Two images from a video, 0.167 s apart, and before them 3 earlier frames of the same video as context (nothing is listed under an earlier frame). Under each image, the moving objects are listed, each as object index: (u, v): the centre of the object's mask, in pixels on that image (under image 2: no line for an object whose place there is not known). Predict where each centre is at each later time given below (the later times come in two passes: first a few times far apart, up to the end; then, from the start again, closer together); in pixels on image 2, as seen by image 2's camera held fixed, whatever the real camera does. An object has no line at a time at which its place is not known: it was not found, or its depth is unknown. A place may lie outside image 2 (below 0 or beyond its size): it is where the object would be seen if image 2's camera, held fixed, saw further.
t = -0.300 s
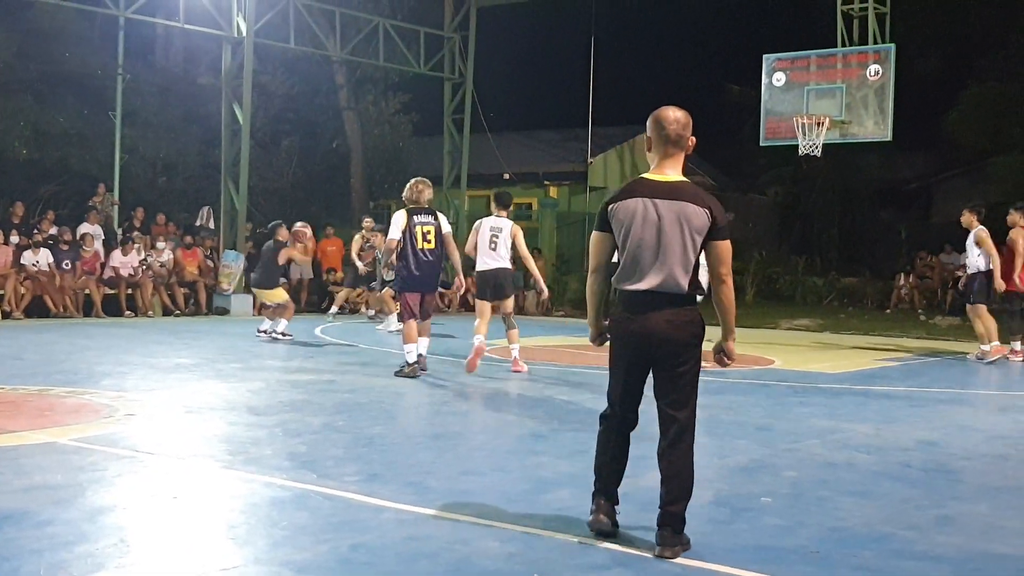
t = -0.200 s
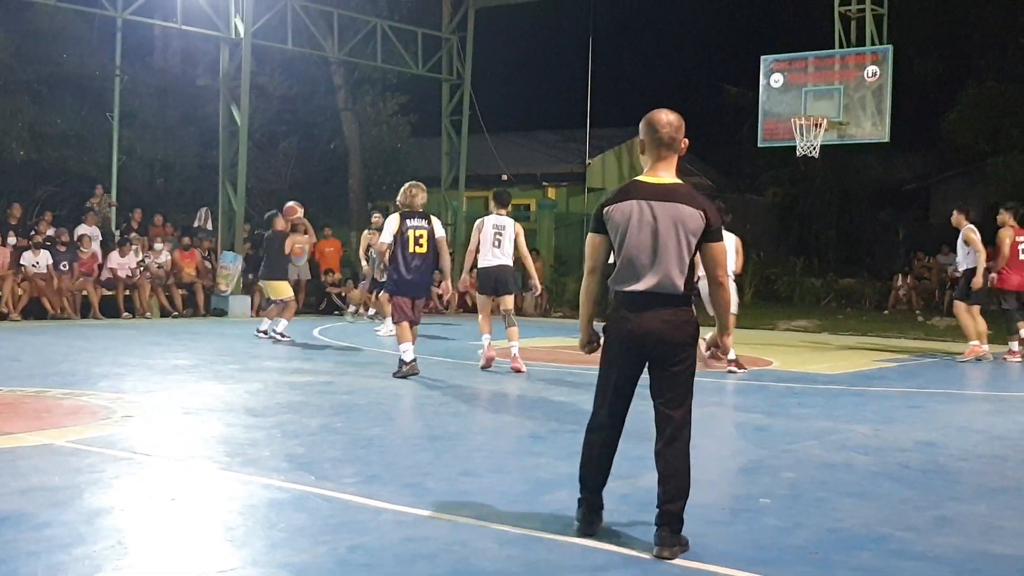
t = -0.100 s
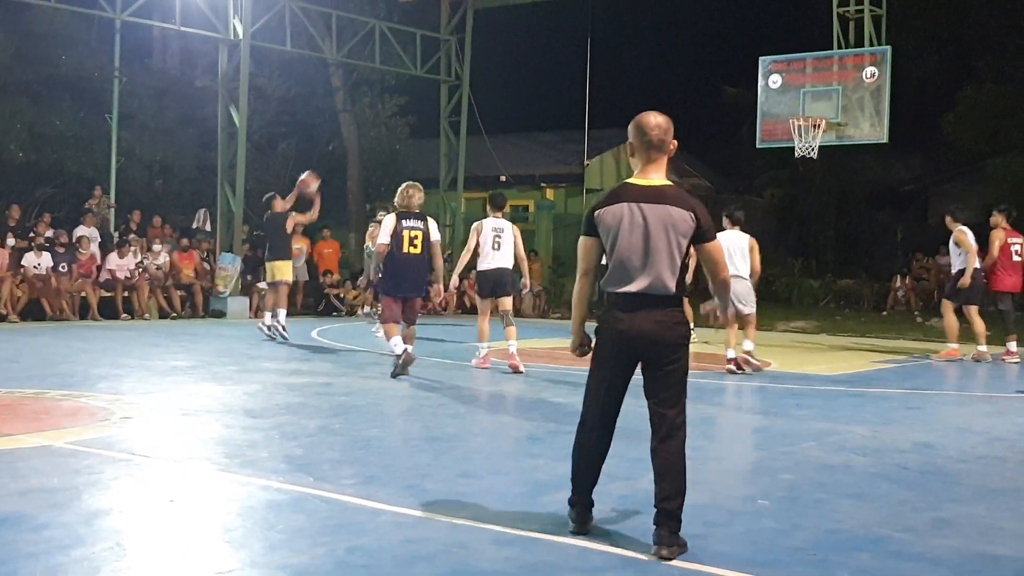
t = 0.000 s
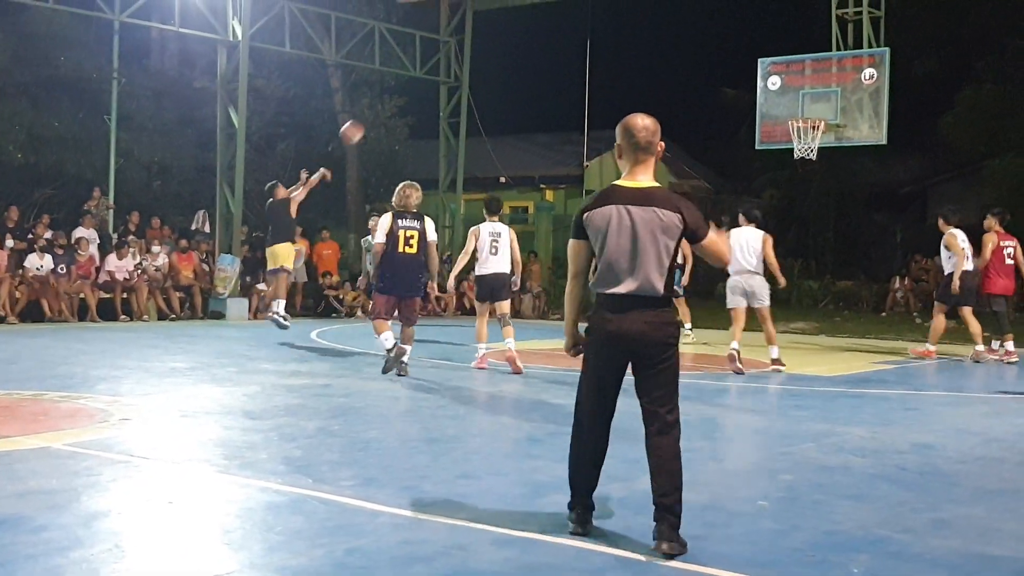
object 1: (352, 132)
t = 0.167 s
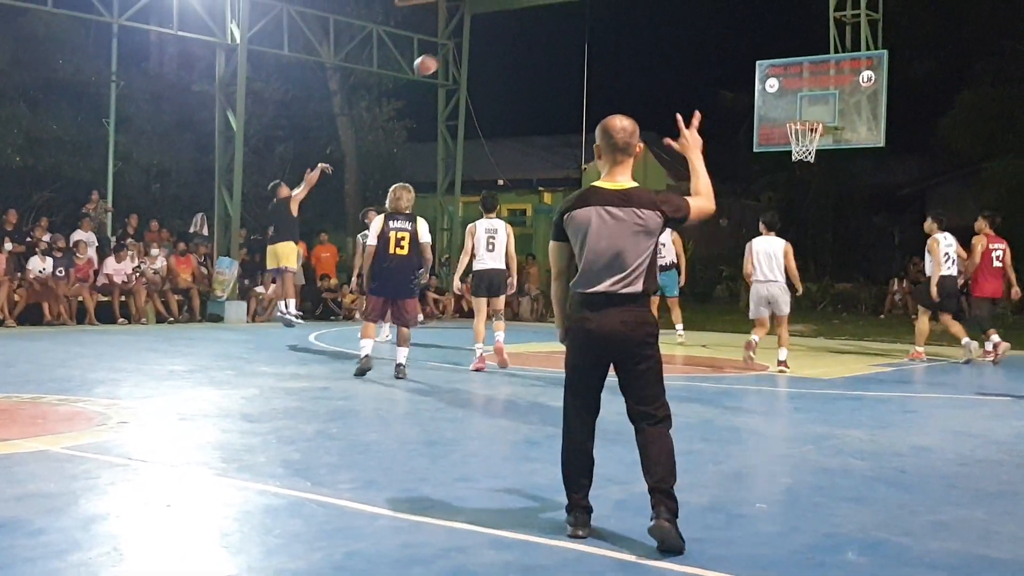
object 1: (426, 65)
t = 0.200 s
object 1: (440, 54)
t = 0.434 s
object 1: (539, 3)
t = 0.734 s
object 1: (657, 1)
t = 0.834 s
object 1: (693, 15)
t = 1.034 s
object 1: (763, 66)
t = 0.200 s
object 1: (440, 54)
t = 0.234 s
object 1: (455, 44)
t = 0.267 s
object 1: (470, 34)
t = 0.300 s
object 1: (484, 26)
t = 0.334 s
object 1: (498, 19)
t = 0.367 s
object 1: (512, 13)
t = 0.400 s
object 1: (525, 7)
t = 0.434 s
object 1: (539, 3)
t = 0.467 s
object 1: (553, 0)
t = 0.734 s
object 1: (657, 1)
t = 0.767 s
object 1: (669, 4)
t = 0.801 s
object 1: (681, 9)
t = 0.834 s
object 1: (693, 15)
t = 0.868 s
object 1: (705, 21)
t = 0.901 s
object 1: (717, 29)
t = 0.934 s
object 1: (729, 37)
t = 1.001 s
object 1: (751, 55)
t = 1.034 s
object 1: (763, 66)
